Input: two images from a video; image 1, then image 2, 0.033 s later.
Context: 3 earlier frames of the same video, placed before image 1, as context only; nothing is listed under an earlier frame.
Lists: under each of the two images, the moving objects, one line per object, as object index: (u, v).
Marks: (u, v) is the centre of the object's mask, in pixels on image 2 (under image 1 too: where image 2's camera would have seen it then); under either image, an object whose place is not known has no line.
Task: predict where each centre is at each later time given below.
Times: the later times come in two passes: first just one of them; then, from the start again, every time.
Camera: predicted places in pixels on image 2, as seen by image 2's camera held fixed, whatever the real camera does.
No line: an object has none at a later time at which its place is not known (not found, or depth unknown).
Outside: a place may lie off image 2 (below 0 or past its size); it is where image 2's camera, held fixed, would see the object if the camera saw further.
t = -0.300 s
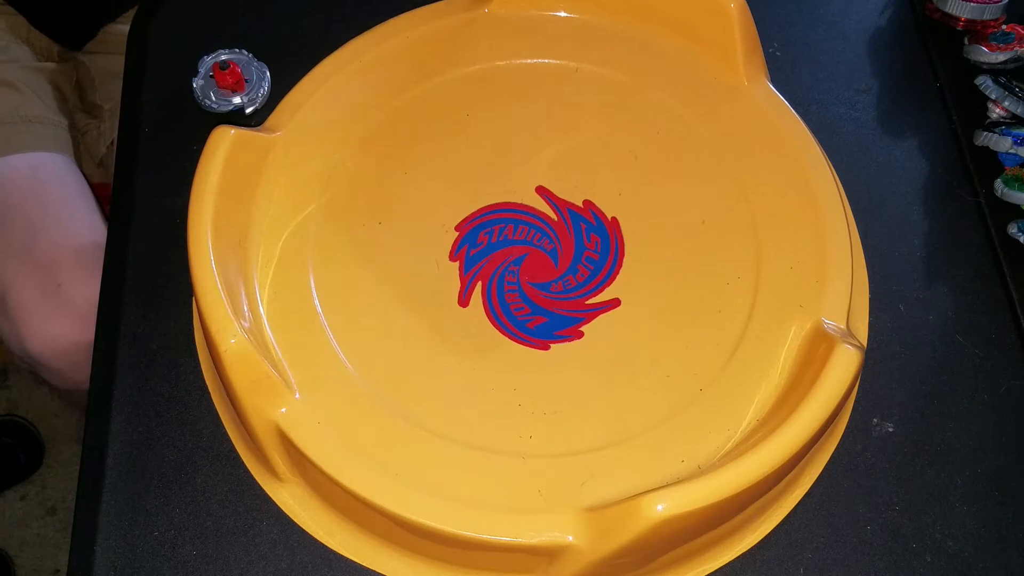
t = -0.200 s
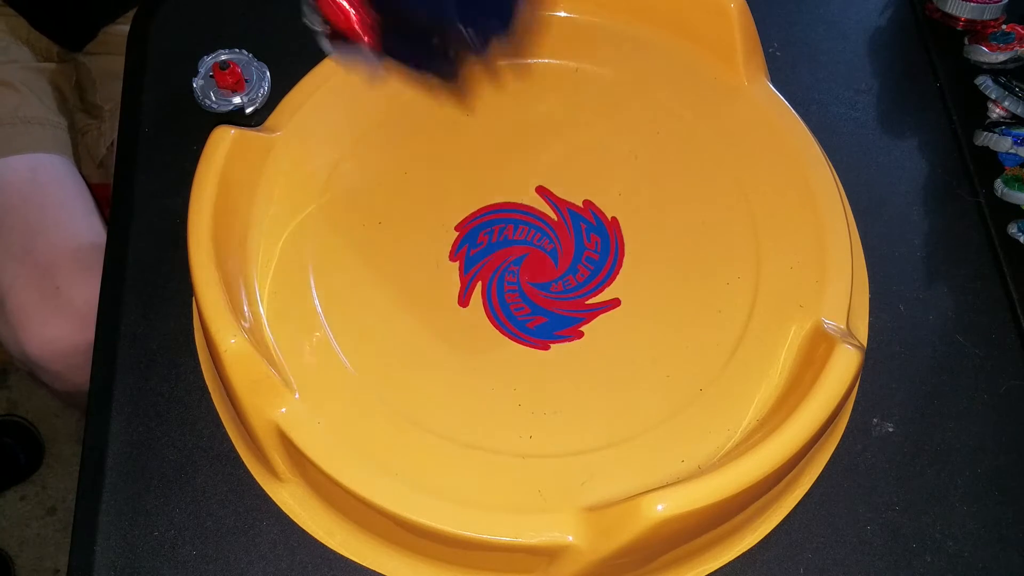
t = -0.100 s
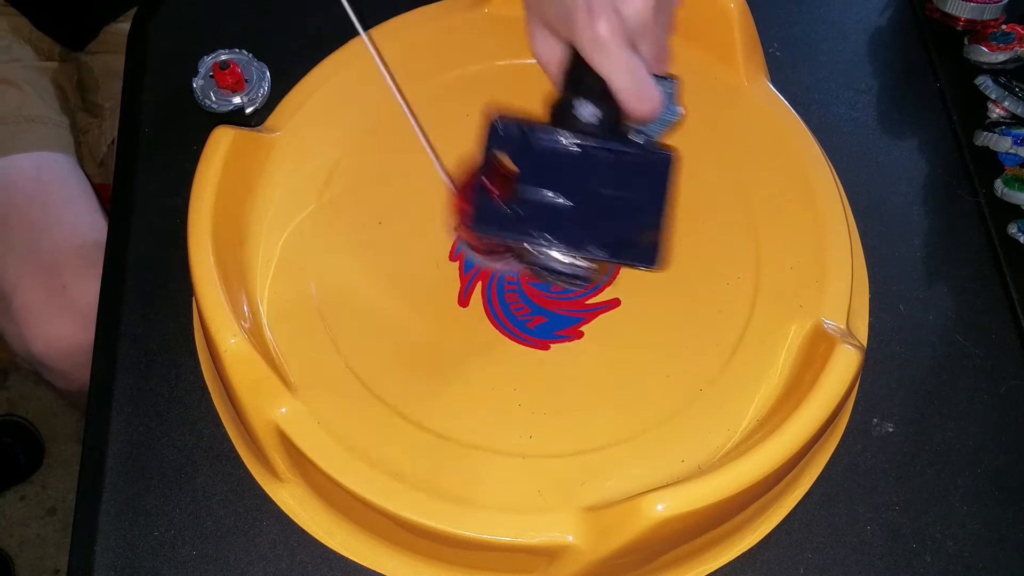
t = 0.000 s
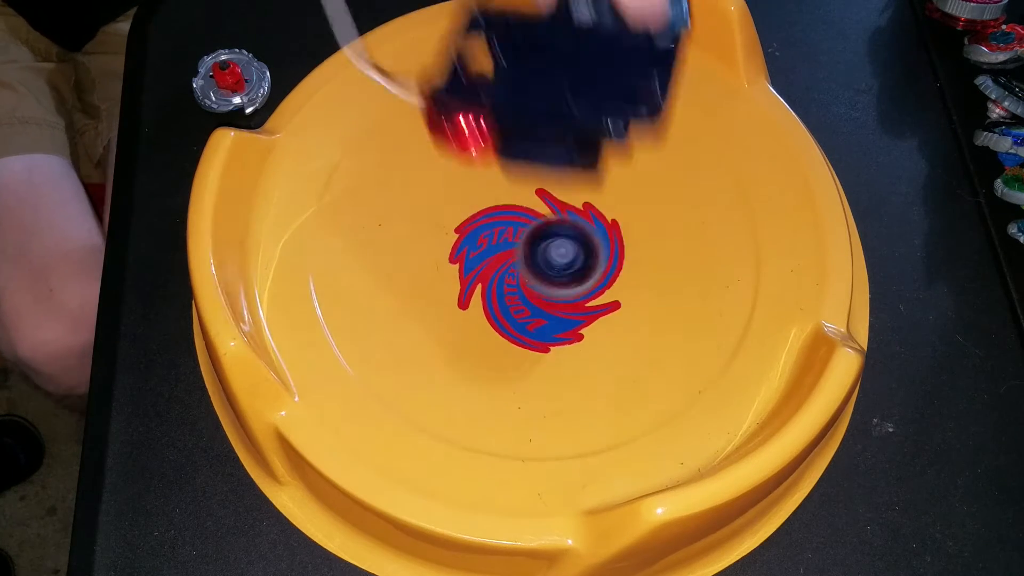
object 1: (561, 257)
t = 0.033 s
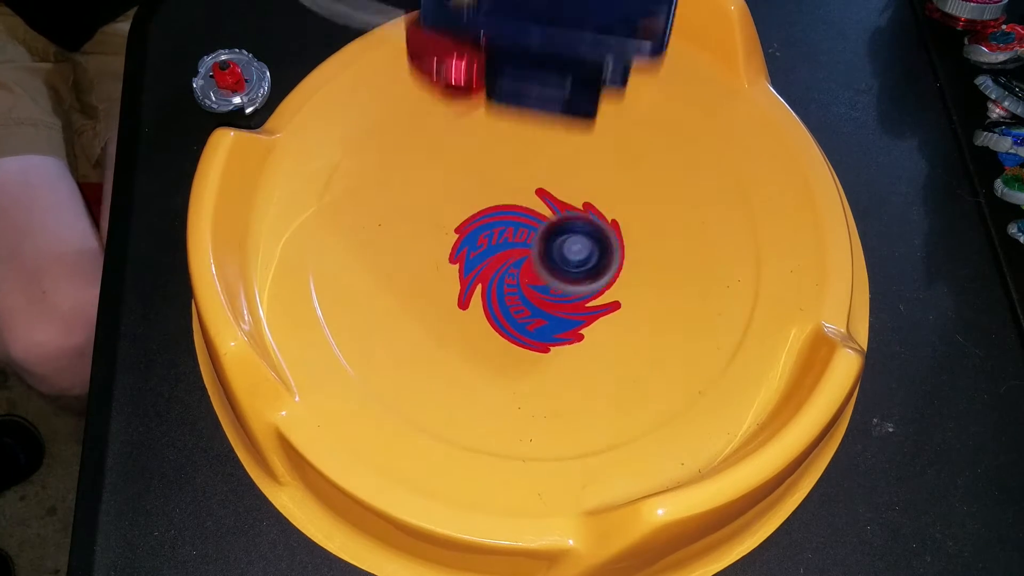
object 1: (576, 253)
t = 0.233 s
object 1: (583, 184)
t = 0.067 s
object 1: (587, 245)
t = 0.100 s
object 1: (594, 236)
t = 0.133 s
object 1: (596, 223)
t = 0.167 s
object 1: (596, 210)
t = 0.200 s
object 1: (591, 196)
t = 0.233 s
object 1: (583, 184)
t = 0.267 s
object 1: (573, 172)
